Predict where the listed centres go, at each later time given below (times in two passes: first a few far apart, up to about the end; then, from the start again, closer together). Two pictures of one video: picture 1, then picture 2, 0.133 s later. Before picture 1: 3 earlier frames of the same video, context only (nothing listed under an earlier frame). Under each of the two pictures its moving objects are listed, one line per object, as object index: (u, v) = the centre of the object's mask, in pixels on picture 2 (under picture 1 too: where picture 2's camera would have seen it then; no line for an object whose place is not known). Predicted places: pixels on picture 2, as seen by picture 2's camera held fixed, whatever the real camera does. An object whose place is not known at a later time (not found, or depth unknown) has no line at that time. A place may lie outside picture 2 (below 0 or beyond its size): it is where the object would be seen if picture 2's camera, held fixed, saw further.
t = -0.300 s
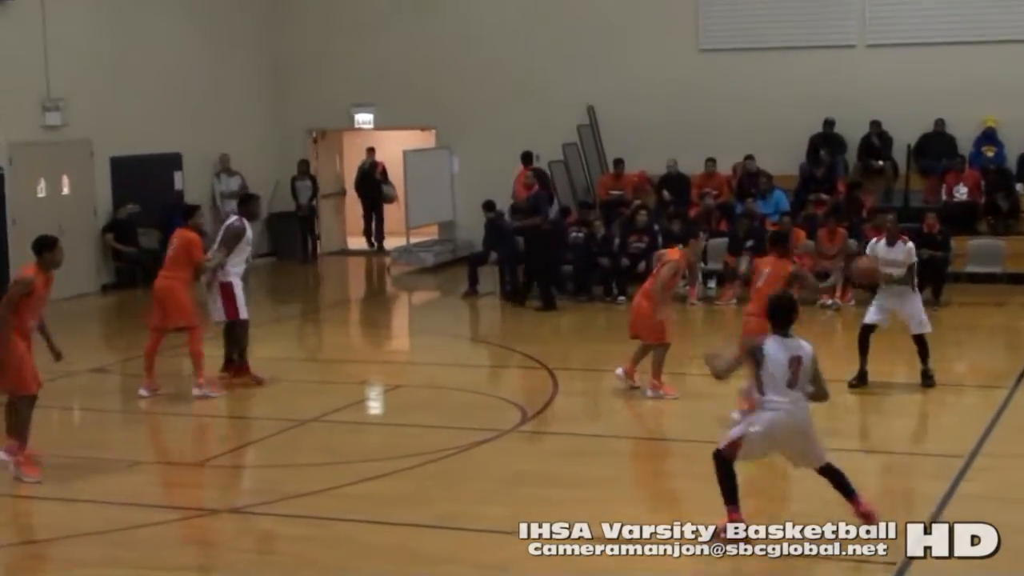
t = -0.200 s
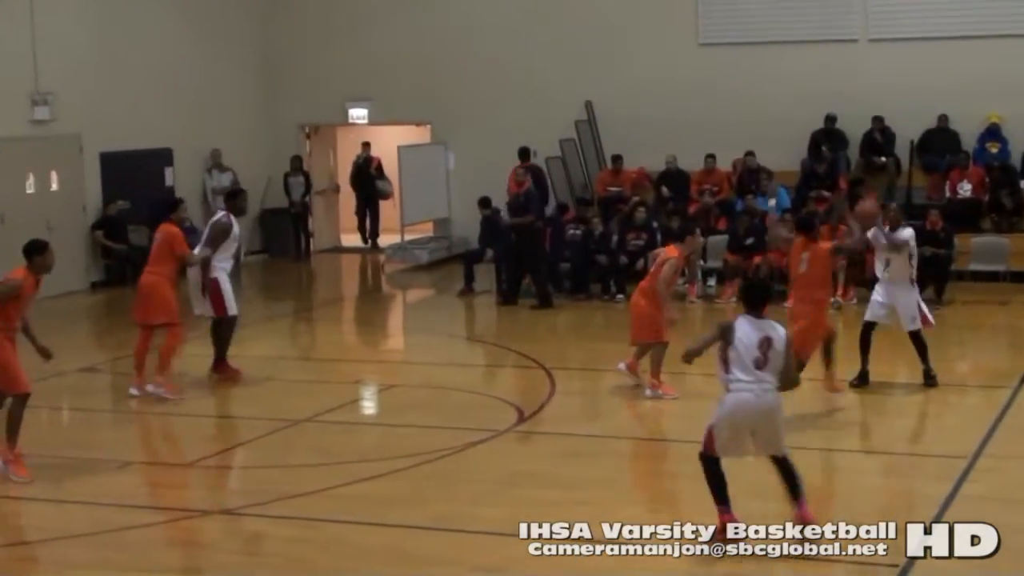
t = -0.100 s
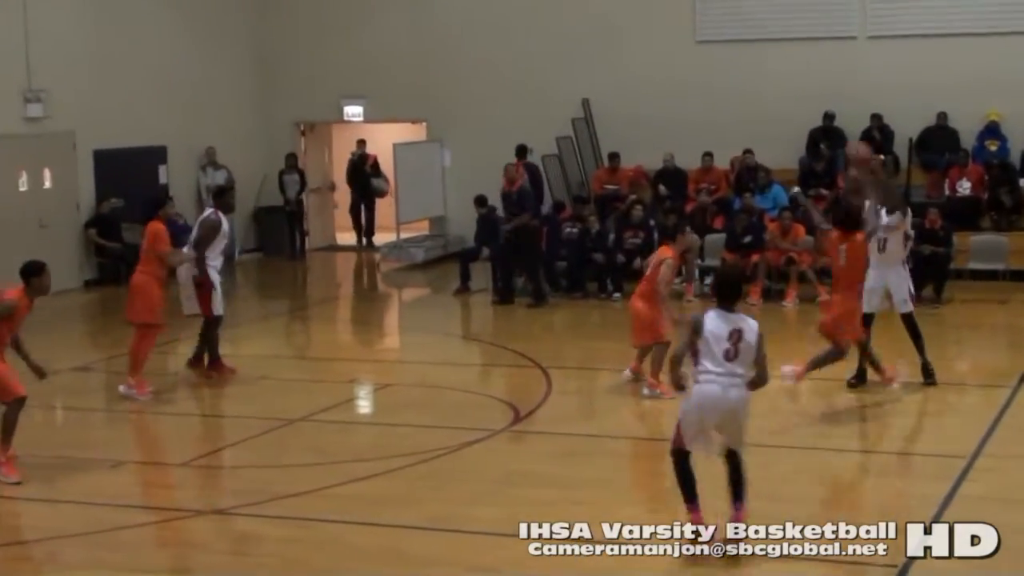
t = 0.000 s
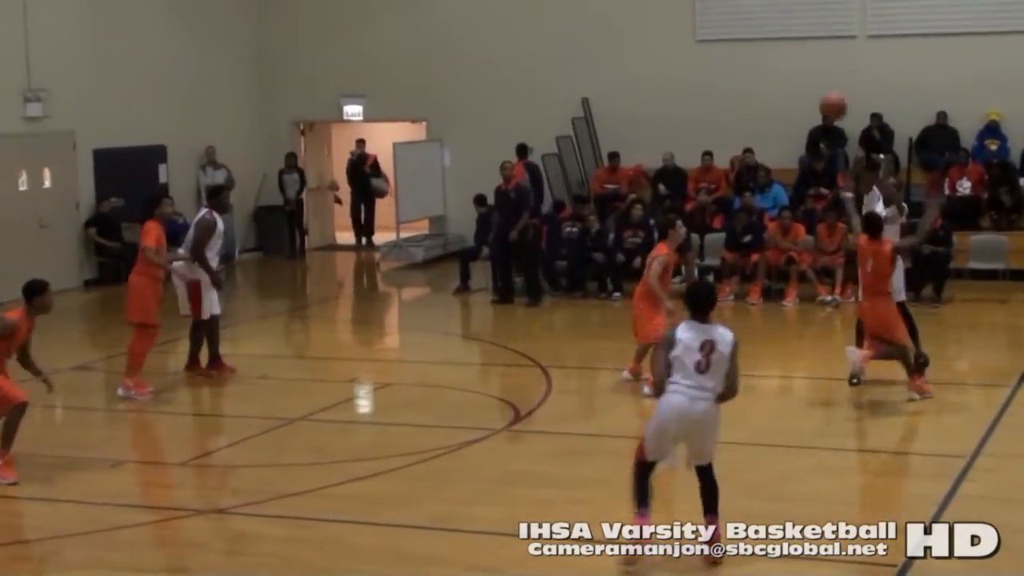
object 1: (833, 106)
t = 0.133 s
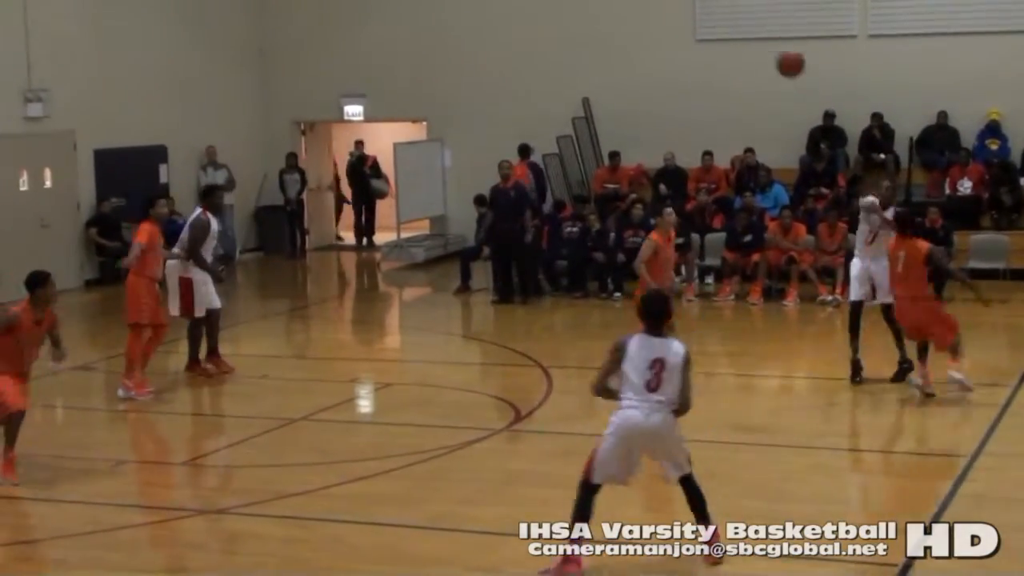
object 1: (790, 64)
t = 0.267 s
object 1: (743, 38)
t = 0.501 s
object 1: (652, 41)
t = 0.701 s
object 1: (560, 106)
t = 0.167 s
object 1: (779, 56)
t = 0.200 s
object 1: (767, 48)
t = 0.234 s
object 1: (755, 42)
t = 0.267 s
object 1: (743, 38)
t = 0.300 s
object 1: (731, 34)
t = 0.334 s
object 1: (718, 31)
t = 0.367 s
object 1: (706, 30)
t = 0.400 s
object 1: (693, 31)
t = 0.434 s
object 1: (680, 33)
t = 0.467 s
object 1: (666, 37)
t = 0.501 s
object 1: (652, 41)
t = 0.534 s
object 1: (636, 48)
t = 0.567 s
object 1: (622, 57)
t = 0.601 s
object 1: (607, 66)
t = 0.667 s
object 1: (576, 91)
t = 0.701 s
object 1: (560, 106)
